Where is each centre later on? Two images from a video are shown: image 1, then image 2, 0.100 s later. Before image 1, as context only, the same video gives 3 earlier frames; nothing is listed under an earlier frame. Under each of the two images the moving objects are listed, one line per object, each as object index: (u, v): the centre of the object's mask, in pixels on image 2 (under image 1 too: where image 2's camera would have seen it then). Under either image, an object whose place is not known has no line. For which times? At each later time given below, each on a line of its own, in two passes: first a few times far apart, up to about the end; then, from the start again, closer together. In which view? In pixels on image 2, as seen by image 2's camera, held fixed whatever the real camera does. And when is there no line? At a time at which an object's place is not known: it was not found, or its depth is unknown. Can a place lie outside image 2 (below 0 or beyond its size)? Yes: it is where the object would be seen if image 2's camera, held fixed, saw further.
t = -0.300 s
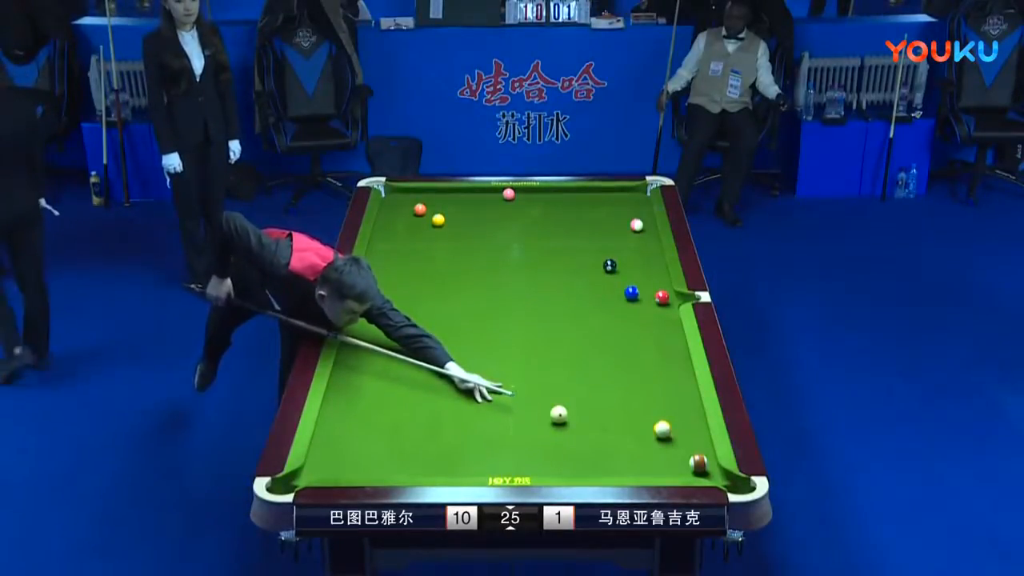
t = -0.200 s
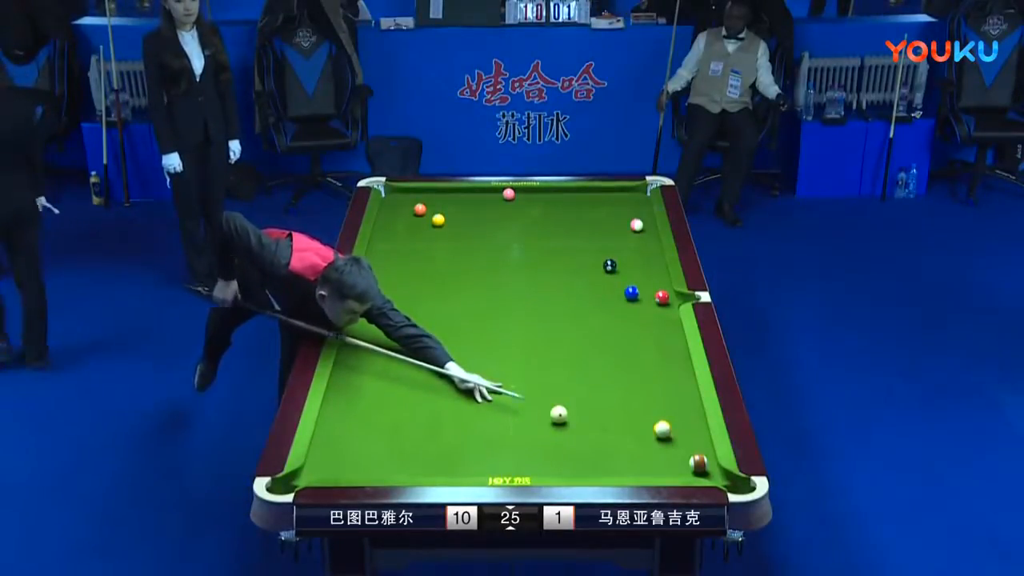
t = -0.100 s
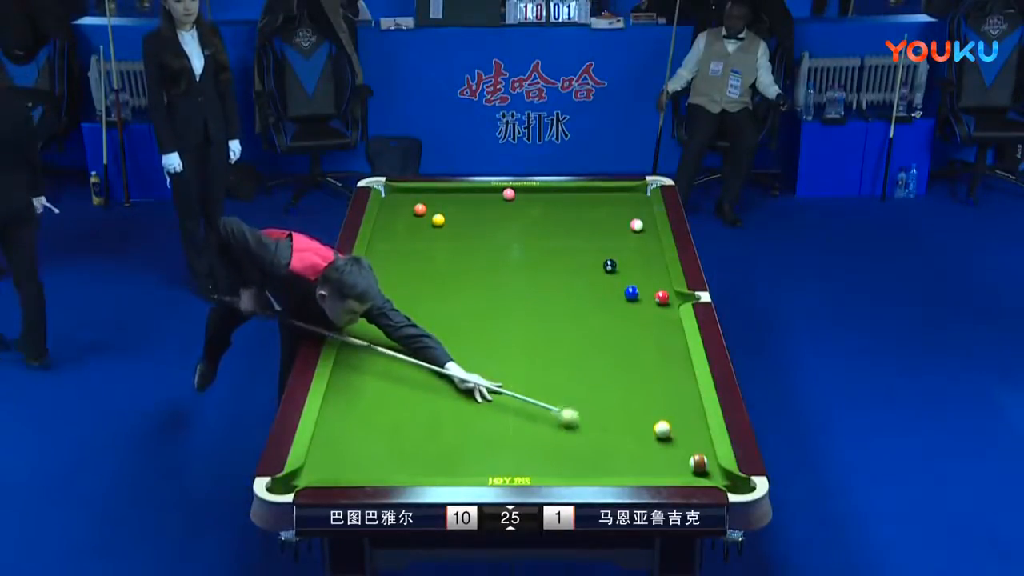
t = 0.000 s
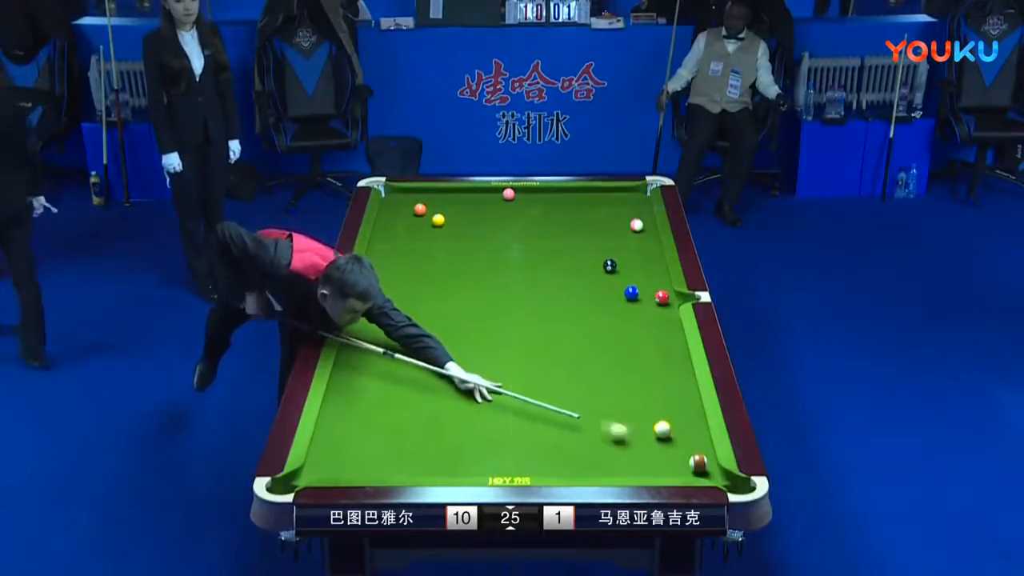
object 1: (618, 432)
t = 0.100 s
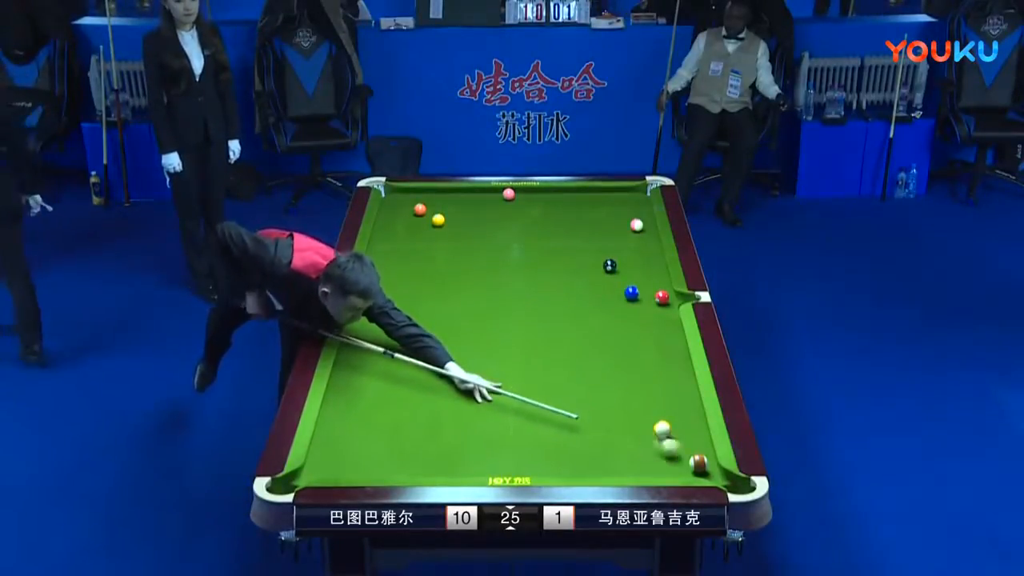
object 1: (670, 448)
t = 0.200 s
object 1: (704, 451)
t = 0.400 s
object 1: (655, 444)
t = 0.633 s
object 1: (616, 443)
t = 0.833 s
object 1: (584, 440)
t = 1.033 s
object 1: (554, 438)
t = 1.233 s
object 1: (525, 437)
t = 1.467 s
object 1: (493, 435)
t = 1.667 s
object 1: (467, 433)
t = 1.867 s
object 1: (442, 432)
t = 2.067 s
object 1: (419, 430)
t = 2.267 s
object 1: (396, 429)
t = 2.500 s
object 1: (371, 427)
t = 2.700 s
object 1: (351, 426)
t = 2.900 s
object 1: (332, 426)
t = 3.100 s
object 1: (330, 425)
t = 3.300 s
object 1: (340, 424)
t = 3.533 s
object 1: (351, 423)
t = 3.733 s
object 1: (359, 422)
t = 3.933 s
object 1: (367, 421)
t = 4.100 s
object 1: (372, 421)
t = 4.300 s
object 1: (377, 420)
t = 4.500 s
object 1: (382, 420)
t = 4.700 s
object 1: (385, 420)
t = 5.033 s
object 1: (388, 420)
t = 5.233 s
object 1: (389, 420)
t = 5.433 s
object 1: (389, 419)
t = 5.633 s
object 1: (389, 419)
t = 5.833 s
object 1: (389, 420)
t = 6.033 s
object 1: (389, 420)
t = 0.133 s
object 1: (683, 451)
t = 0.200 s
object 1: (704, 451)
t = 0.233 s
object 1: (695, 449)
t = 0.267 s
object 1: (685, 448)
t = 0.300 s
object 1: (677, 447)
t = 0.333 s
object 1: (669, 446)
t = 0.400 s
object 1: (655, 444)
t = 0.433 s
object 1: (649, 444)
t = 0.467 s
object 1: (644, 444)
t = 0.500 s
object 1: (638, 444)
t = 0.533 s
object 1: (633, 444)
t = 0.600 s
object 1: (622, 443)
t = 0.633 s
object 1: (616, 443)
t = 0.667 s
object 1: (611, 442)
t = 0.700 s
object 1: (605, 442)
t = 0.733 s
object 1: (600, 441)
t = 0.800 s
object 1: (589, 440)
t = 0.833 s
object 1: (584, 440)
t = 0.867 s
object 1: (579, 440)
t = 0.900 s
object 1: (574, 439)
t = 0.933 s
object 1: (569, 439)
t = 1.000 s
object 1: (559, 438)
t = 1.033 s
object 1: (554, 438)
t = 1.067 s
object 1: (550, 438)
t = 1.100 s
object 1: (544, 438)
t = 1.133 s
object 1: (540, 438)
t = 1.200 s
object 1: (530, 437)
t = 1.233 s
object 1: (525, 437)
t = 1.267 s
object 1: (521, 436)
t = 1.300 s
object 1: (516, 436)
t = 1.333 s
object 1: (512, 436)
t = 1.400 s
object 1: (502, 435)
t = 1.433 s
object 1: (498, 435)
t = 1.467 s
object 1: (493, 435)
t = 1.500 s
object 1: (489, 434)
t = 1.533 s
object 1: (484, 434)
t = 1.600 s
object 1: (475, 433)
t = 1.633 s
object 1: (471, 433)
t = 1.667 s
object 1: (467, 433)
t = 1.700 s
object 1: (463, 433)
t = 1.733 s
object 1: (459, 433)
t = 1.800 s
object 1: (450, 432)
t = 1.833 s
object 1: (446, 432)
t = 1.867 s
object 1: (442, 432)
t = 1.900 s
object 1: (438, 431)
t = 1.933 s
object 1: (434, 431)
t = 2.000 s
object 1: (426, 431)
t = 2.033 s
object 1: (422, 430)
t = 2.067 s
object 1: (419, 430)
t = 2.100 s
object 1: (415, 430)
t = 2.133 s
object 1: (411, 429)
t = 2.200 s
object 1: (403, 429)
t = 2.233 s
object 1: (400, 429)
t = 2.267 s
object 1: (396, 429)
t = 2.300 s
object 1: (392, 428)
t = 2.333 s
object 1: (389, 428)
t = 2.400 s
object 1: (382, 428)
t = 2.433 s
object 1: (378, 427)
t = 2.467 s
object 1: (375, 428)
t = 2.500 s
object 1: (371, 427)
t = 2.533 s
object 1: (368, 427)
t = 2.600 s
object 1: (362, 427)
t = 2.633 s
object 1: (358, 426)
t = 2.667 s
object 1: (355, 426)
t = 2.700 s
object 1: (351, 426)
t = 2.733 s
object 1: (348, 426)
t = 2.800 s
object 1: (342, 426)
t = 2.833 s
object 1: (339, 426)
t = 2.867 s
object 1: (336, 426)
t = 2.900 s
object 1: (332, 426)
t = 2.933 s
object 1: (329, 425)
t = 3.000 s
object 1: (324, 425)
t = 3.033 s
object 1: (326, 425)
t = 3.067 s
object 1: (328, 425)
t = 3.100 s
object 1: (330, 425)
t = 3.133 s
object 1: (331, 425)
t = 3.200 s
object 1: (335, 424)
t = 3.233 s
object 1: (337, 425)
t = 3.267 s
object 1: (339, 424)
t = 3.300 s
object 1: (340, 424)
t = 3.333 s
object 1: (342, 424)
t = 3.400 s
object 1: (345, 423)
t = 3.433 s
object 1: (347, 423)
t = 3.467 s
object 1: (348, 423)
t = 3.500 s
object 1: (350, 423)
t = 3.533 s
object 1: (351, 423)
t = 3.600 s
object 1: (354, 422)
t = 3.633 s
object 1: (355, 423)
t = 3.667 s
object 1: (357, 422)
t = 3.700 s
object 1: (358, 422)
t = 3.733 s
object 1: (359, 422)
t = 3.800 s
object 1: (362, 422)
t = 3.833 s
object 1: (363, 422)
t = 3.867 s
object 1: (364, 422)
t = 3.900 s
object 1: (366, 421)
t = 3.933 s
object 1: (367, 421)
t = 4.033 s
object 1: (370, 421)
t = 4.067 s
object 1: (371, 421)
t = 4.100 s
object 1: (372, 421)
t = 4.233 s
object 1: (376, 421)
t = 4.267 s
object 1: (377, 420)
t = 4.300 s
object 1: (377, 420)
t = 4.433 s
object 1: (380, 420)
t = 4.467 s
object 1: (381, 420)
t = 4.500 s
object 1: (382, 420)
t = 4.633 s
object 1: (384, 420)
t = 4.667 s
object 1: (384, 420)
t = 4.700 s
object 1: (385, 420)
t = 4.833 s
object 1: (386, 420)
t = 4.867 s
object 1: (387, 420)
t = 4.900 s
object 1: (387, 420)
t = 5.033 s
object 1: (388, 420)
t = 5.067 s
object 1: (389, 420)
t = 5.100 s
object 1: (389, 420)
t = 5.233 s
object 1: (389, 420)
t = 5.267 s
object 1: (389, 420)
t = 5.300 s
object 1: (389, 420)
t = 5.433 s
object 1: (389, 419)
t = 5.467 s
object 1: (389, 419)
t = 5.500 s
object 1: (389, 419)
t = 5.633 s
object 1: (389, 419)
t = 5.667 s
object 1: (389, 419)
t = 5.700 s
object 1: (389, 420)
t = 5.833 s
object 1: (389, 420)
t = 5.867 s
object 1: (389, 420)
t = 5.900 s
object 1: (389, 420)
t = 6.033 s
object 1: (389, 420)
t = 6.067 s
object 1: (389, 420)
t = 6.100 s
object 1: (389, 420)
